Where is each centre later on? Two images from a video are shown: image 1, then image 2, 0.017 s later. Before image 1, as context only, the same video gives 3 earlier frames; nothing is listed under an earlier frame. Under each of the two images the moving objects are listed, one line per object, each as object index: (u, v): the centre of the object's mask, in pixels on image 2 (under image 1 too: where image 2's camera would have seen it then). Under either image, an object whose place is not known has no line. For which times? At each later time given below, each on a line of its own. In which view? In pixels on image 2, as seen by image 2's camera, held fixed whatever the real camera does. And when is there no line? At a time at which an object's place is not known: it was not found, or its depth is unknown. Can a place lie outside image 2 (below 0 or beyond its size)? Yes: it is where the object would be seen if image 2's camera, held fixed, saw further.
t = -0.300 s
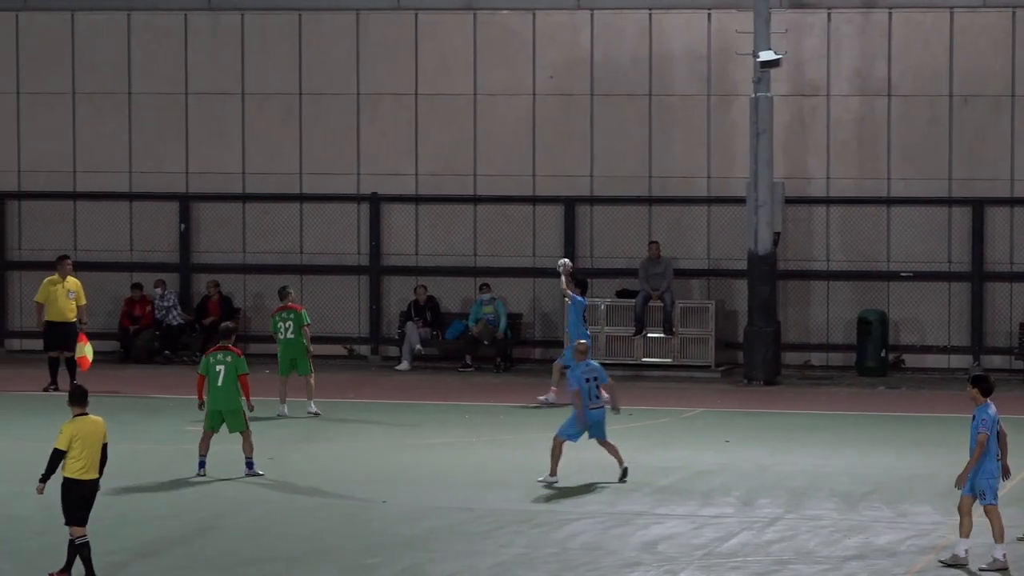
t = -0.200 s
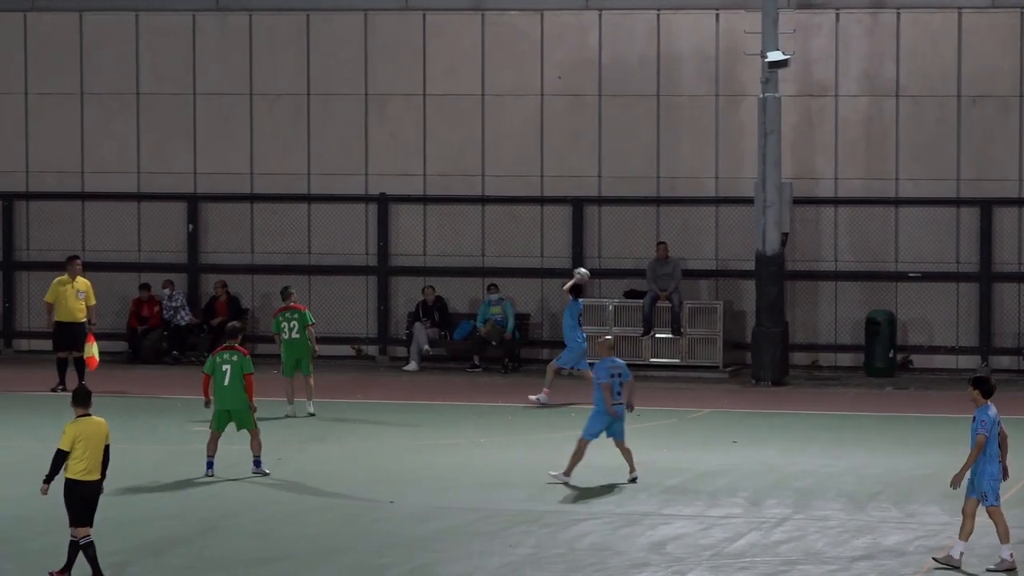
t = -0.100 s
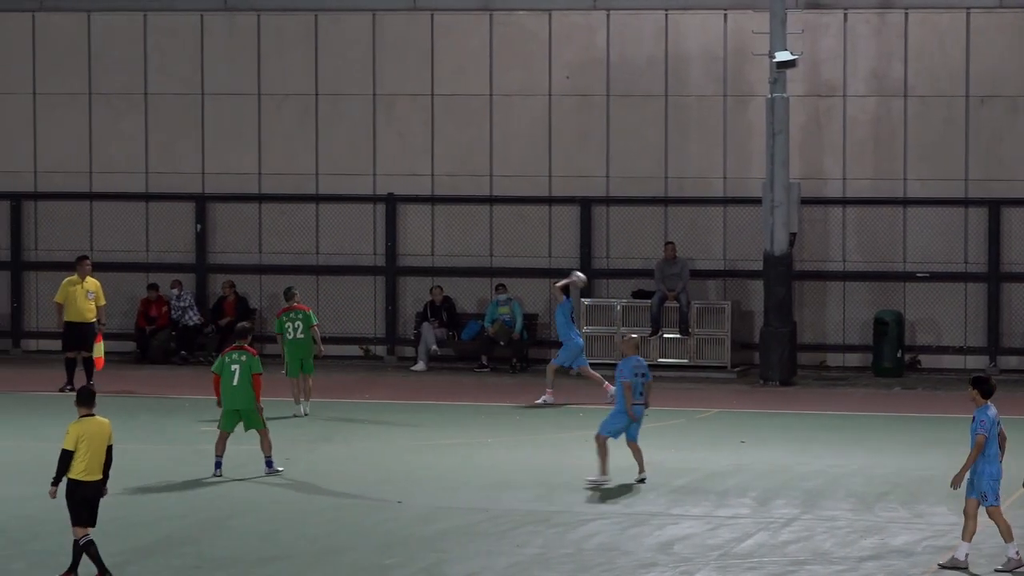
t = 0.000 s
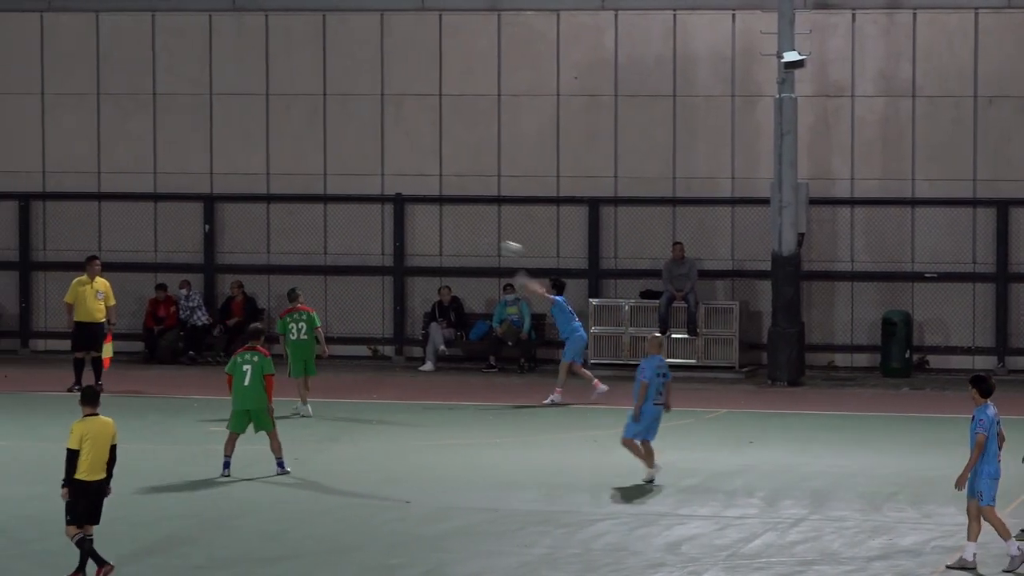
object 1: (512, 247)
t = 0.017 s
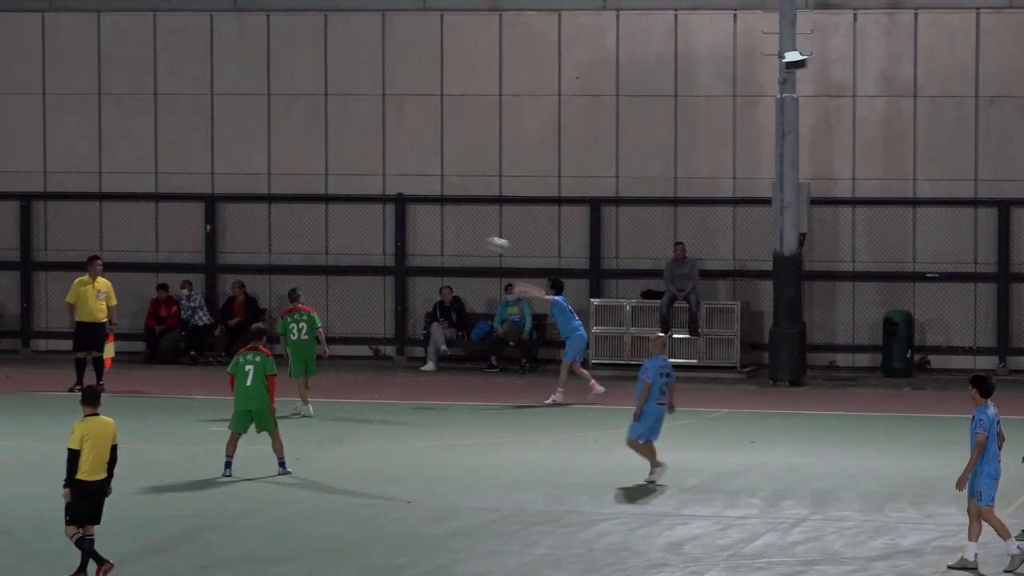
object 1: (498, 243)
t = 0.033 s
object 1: (483, 238)
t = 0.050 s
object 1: (467, 235)
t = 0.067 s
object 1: (453, 231)
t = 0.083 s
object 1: (439, 227)
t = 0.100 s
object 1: (423, 224)
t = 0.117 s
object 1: (407, 223)
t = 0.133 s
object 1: (393, 219)
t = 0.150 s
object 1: (377, 212)
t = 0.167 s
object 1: (364, 213)
